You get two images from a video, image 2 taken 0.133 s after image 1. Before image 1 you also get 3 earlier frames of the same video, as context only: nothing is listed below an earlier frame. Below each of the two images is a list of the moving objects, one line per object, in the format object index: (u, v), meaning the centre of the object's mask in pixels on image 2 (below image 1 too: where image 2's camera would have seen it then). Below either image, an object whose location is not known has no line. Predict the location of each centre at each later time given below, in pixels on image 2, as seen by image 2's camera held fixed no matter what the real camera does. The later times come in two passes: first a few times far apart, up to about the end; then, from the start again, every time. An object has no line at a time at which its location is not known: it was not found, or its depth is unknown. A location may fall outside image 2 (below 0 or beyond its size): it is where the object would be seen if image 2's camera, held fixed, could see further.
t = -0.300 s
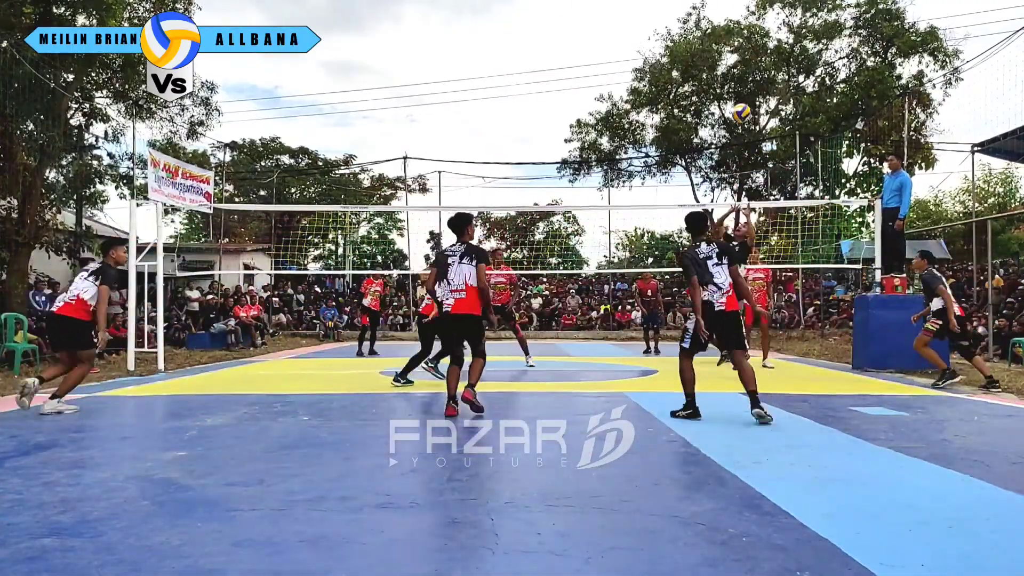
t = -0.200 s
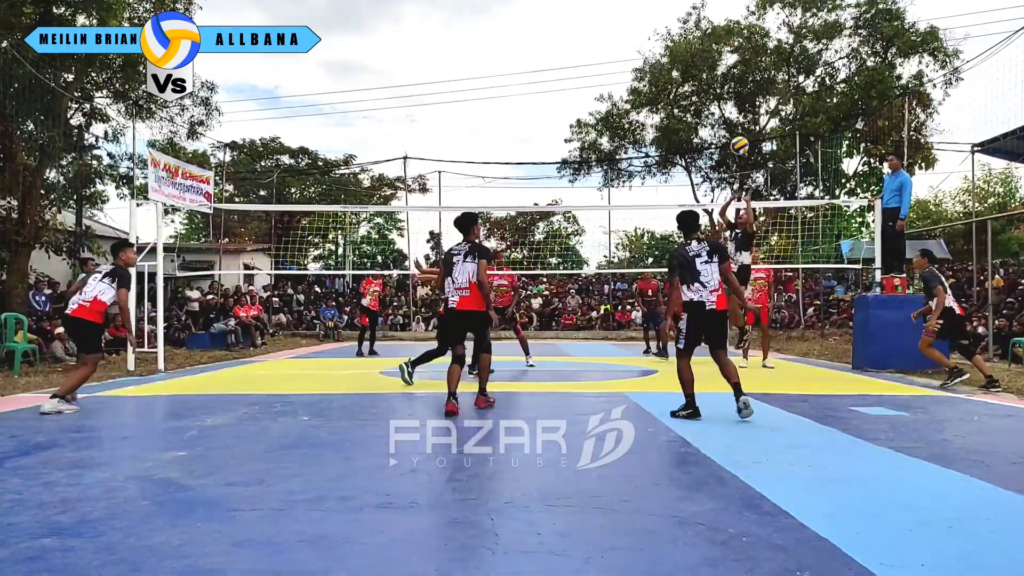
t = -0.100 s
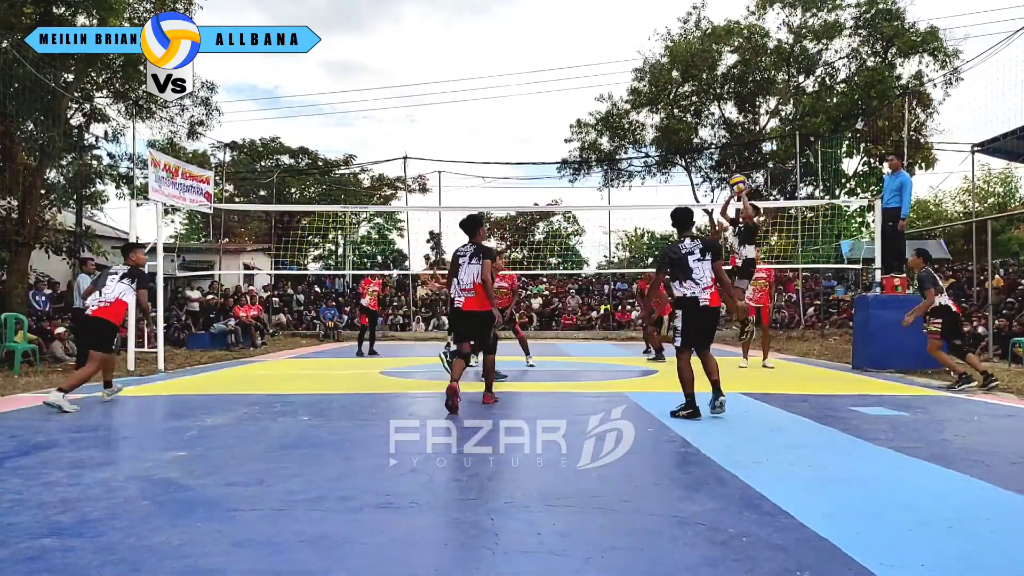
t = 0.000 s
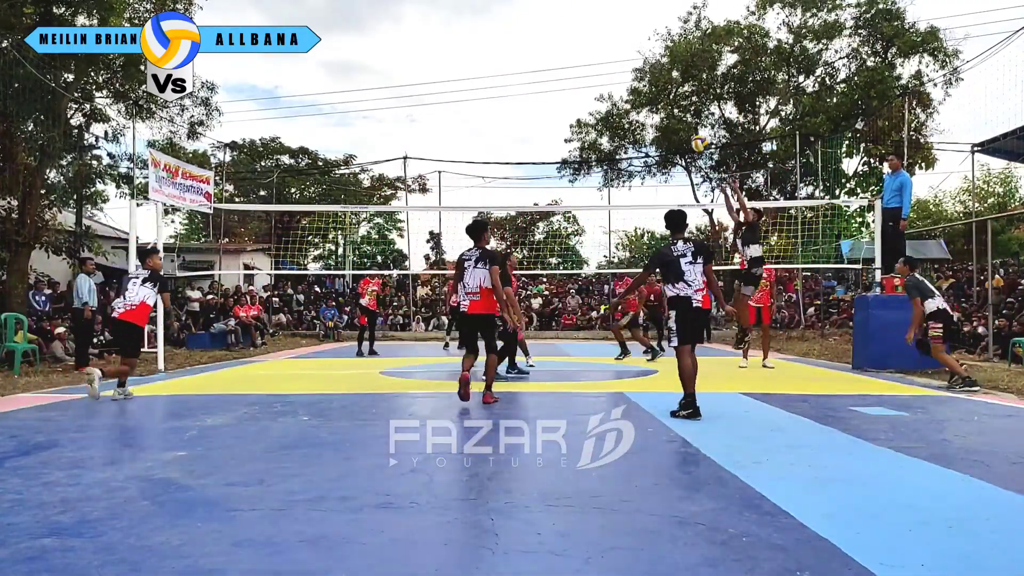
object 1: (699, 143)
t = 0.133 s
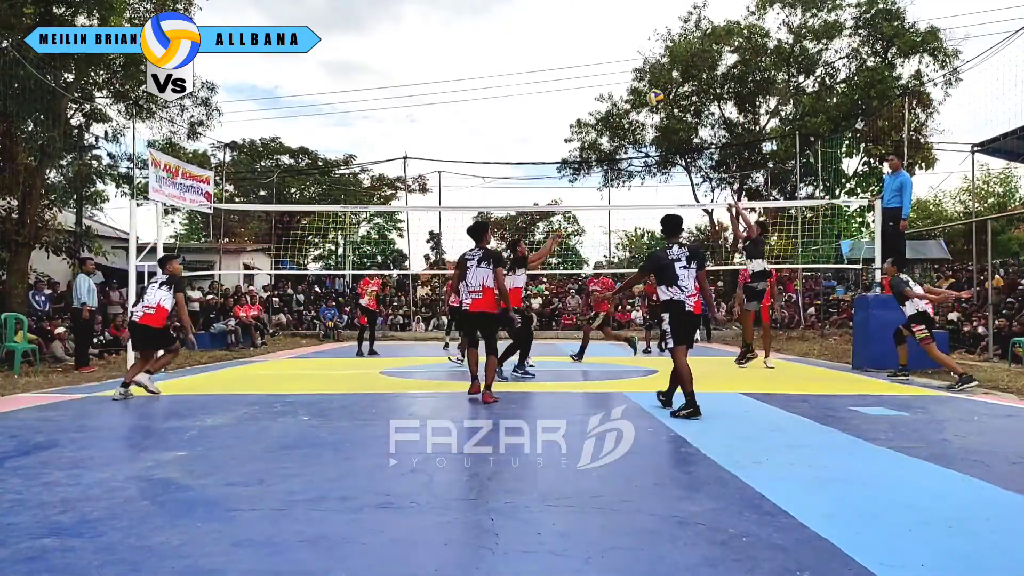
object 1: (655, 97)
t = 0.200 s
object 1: (631, 76)
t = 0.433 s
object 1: (546, 32)
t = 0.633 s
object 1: (479, 26)
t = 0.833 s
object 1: (410, 49)
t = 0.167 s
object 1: (642, 87)
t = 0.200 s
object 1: (631, 76)
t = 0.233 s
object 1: (618, 68)
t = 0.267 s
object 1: (605, 60)
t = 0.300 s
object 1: (593, 52)
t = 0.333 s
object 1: (581, 46)
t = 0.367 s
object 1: (570, 41)
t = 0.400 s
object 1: (558, 36)
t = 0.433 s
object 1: (546, 32)
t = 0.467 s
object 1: (535, 29)
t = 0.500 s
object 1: (524, 27)
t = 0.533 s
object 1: (512, 26)
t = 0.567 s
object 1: (501, 25)
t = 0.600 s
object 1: (490, 25)
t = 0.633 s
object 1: (479, 26)
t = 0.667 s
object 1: (468, 27)
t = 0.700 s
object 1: (452, 31)
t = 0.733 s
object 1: (441, 35)
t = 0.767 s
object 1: (431, 39)
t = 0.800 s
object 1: (420, 44)
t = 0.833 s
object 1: (410, 49)
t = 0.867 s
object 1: (399, 56)
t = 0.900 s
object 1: (389, 63)
